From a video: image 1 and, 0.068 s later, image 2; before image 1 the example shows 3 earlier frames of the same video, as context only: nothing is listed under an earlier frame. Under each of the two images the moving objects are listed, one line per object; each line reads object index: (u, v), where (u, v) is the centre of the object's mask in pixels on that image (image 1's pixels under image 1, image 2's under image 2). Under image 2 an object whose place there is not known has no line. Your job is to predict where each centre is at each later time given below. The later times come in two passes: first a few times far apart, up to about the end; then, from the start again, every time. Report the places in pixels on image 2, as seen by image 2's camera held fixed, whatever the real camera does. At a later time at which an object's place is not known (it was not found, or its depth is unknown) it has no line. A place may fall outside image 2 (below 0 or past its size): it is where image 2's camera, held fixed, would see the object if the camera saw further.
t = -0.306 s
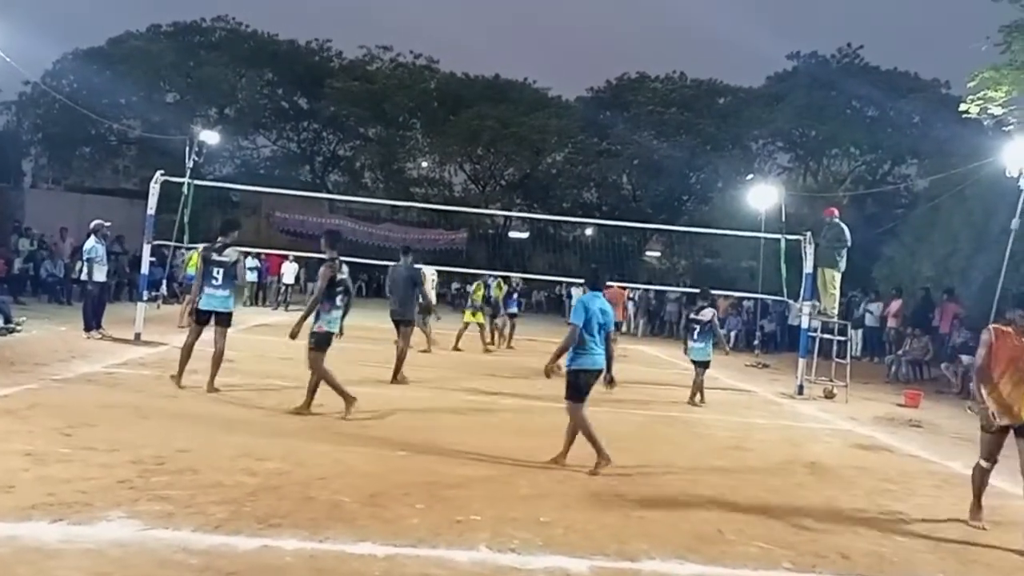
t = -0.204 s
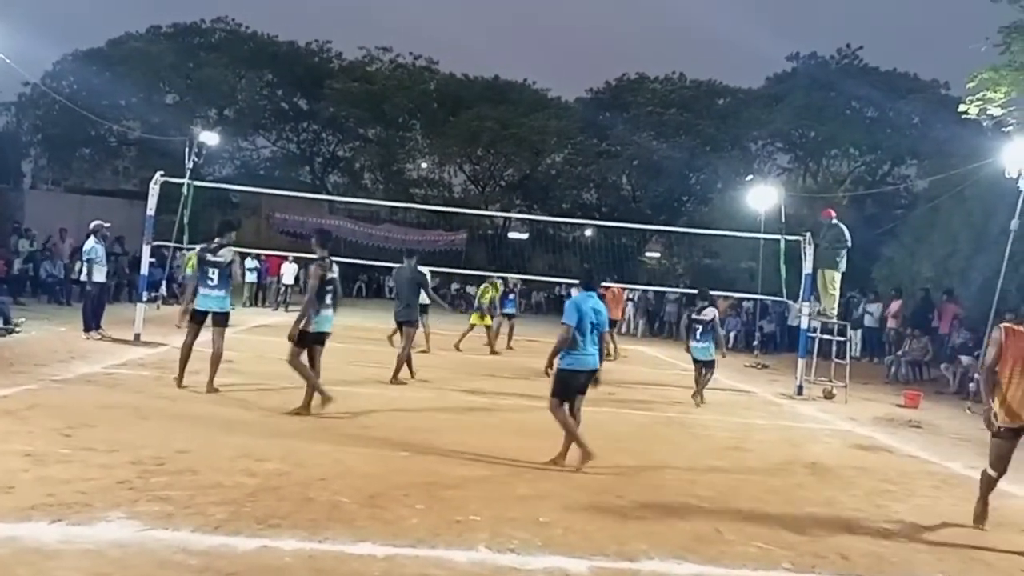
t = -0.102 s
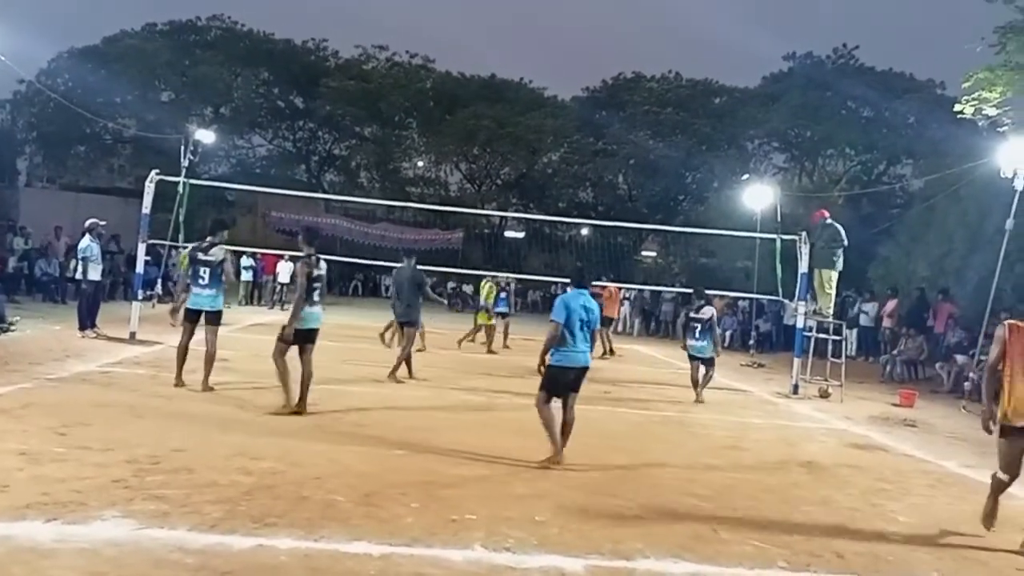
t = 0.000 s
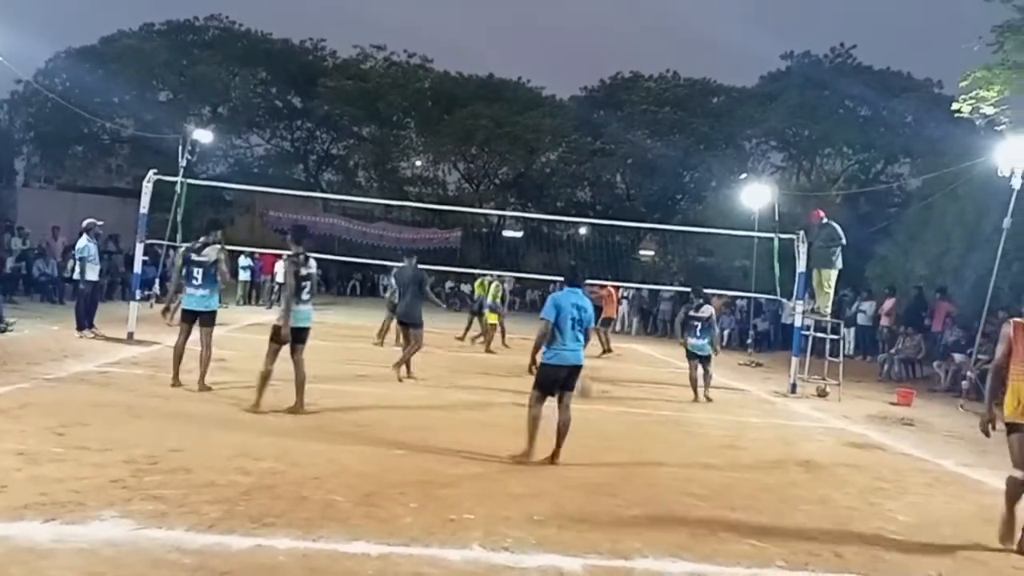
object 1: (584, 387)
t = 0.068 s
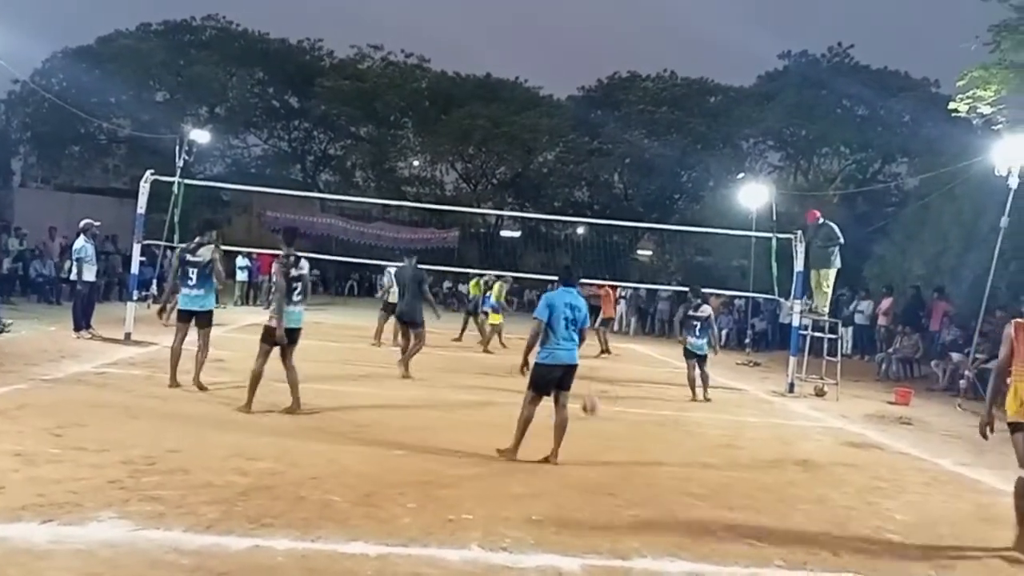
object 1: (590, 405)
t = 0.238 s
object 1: (615, 393)
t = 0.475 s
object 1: (651, 407)
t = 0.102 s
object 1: (593, 409)
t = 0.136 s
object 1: (599, 405)
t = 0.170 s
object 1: (605, 401)
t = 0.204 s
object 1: (609, 395)
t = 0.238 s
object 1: (615, 393)
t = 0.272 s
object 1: (620, 393)
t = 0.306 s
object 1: (624, 393)
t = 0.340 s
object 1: (629, 393)
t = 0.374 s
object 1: (634, 395)
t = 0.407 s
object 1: (640, 397)
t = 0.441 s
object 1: (645, 401)
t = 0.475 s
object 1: (651, 407)
